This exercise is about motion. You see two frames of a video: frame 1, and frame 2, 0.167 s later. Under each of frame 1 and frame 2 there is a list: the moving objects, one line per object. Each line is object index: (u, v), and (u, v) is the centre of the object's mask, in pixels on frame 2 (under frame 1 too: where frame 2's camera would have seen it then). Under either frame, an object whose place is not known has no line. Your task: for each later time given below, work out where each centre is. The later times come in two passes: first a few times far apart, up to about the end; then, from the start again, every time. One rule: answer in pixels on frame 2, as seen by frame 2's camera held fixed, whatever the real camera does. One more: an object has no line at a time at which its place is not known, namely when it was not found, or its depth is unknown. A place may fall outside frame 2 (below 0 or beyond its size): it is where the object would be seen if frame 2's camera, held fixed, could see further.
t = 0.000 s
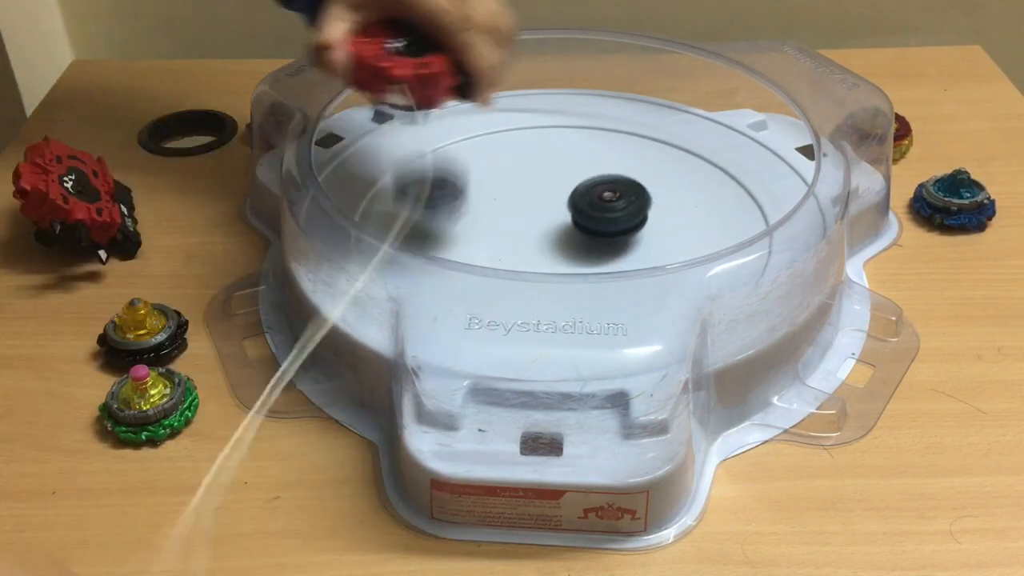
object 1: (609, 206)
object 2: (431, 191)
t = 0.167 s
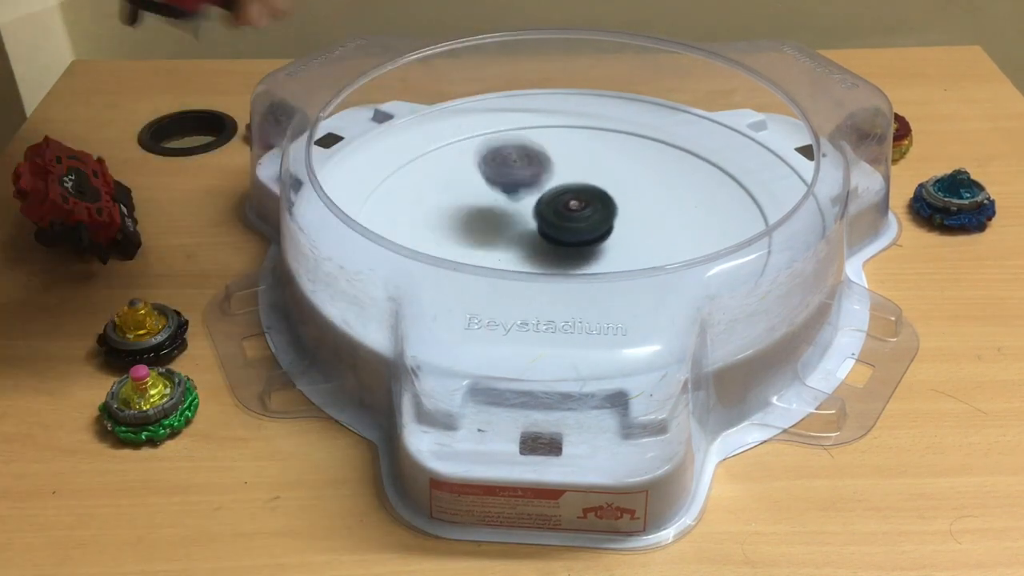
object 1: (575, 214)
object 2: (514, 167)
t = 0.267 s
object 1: (596, 237)
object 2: (509, 155)
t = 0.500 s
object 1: (556, 269)
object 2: (503, 171)
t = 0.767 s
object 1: (490, 246)
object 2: (498, 202)
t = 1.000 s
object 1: (458, 235)
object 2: (575, 174)
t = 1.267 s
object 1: (505, 217)
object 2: (559, 135)
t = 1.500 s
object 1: (573, 216)
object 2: (527, 162)
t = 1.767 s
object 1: (666, 242)
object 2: (512, 202)
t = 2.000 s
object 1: (672, 273)
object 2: (585, 244)
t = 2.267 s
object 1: (634, 289)
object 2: (591, 215)
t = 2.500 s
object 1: (590, 251)
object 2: (567, 208)
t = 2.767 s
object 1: (567, 236)
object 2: (527, 190)
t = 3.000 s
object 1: (581, 228)
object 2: (476, 200)
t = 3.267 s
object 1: (584, 208)
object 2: (523, 244)
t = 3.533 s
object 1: (596, 192)
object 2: (612, 248)
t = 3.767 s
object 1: (574, 194)
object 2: (652, 223)
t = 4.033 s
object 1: (523, 190)
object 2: (627, 219)
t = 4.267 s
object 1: (491, 201)
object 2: (577, 221)
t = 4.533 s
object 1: (490, 222)
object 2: (577, 237)
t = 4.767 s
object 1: (504, 235)
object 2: (592, 245)
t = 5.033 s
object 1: (513, 210)
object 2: (622, 247)
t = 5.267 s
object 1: (546, 203)
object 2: (610, 250)
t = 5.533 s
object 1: (573, 207)
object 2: (577, 253)
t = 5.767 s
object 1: (579, 212)
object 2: (543, 254)
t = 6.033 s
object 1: (574, 222)
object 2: (512, 252)
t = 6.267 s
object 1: (578, 222)
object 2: (505, 247)
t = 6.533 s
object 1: (585, 219)
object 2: (500, 233)
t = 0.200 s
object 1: (582, 221)
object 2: (511, 178)
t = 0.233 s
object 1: (590, 229)
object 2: (509, 162)
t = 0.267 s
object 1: (596, 237)
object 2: (509, 155)
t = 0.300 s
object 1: (598, 242)
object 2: (509, 161)
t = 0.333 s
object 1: (595, 246)
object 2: (509, 154)
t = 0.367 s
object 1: (591, 249)
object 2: (508, 160)
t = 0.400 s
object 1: (584, 252)
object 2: (508, 160)
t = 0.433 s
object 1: (576, 264)
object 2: (507, 163)
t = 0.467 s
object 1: (567, 267)
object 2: (505, 166)
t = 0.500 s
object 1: (556, 269)
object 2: (503, 171)
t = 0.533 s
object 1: (547, 273)
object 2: (500, 175)
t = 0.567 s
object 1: (537, 270)
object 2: (498, 180)
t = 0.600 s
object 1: (526, 273)
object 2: (494, 185)
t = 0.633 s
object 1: (517, 267)
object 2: (491, 189)
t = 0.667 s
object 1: (508, 265)
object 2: (489, 193)
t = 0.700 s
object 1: (500, 261)
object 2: (490, 198)
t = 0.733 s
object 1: (493, 256)
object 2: (492, 201)
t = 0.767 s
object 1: (490, 246)
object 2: (498, 202)
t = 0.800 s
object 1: (486, 244)
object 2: (506, 204)
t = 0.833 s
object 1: (479, 243)
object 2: (520, 204)
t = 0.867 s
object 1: (471, 242)
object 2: (535, 199)
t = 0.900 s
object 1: (464, 240)
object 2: (549, 193)
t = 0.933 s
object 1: (460, 238)
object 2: (560, 187)
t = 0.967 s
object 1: (458, 237)
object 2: (569, 180)
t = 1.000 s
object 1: (458, 235)
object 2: (575, 174)
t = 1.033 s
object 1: (459, 233)
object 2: (578, 167)
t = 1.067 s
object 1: (462, 231)
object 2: (579, 161)
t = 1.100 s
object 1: (466, 229)
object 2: (579, 155)
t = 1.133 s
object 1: (472, 226)
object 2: (577, 149)
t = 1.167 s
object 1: (479, 223)
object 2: (574, 143)
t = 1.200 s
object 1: (487, 221)
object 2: (570, 139)
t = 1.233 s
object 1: (496, 219)
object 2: (564, 136)
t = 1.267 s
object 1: (505, 217)
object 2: (559, 135)
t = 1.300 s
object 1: (515, 216)
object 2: (552, 135)
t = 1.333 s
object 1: (525, 215)
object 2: (546, 136)
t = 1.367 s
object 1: (534, 215)
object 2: (541, 139)
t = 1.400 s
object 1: (545, 214)
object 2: (535, 143)
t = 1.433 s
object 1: (554, 215)
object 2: (531, 149)
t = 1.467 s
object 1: (564, 215)
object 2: (528, 155)
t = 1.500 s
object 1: (573, 216)
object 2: (527, 162)
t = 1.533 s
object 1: (582, 215)
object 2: (527, 170)
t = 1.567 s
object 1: (590, 217)
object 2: (529, 178)
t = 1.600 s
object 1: (599, 218)
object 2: (533, 186)
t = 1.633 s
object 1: (613, 222)
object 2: (531, 190)
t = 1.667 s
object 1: (633, 229)
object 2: (521, 190)
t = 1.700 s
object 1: (649, 236)
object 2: (514, 192)
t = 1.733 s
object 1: (659, 240)
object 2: (511, 196)
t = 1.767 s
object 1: (666, 242)
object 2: (512, 202)
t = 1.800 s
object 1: (672, 244)
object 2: (515, 210)
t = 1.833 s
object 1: (679, 251)
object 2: (522, 218)
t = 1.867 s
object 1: (682, 261)
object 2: (531, 225)
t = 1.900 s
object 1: (682, 263)
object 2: (543, 232)
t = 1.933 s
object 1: (678, 263)
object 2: (555, 237)
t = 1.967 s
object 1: (679, 271)
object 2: (570, 242)
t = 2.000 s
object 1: (672, 273)
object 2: (585, 244)
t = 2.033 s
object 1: (667, 265)
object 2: (597, 243)
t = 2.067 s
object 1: (674, 273)
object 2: (602, 236)
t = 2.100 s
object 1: (676, 276)
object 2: (600, 231)
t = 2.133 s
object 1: (674, 280)
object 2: (599, 227)
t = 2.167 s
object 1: (668, 289)
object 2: (597, 223)
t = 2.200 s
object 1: (661, 297)
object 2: (595, 220)
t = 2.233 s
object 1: (649, 299)
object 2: (593, 217)
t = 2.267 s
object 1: (634, 289)
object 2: (591, 215)
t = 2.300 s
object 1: (622, 286)
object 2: (588, 214)
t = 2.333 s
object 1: (612, 282)
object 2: (585, 213)
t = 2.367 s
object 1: (604, 272)
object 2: (582, 213)
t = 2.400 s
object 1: (597, 270)
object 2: (578, 214)
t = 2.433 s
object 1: (593, 254)
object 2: (576, 214)
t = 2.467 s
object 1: (591, 252)
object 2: (572, 211)
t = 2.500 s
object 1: (590, 251)
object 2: (567, 208)
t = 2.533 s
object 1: (587, 249)
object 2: (562, 206)
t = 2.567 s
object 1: (583, 250)
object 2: (561, 200)
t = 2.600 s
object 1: (577, 249)
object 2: (558, 195)
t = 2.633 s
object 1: (573, 248)
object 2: (553, 192)
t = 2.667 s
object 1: (569, 246)
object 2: (547, 190)
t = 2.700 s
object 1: (567, 244)
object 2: (540, 190)
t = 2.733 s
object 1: (566, 241)
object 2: (534, 190)
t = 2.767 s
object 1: (567, 236)
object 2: (527, 190)
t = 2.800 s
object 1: (571, 235)
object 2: (517, 187)
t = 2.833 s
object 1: (575, 235)
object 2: (507, 186)
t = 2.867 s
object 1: (577, 234)
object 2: (498, 186)
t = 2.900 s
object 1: (579, 232)
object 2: (491, 188)
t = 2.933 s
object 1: (580, 232)
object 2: (484, 192)
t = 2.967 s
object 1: (580, 230)
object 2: (479, 195)
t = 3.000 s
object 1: (581, 228)
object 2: (476, 200)
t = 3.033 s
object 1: (581, 226)
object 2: (475, 205)
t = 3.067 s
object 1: (581, 224)
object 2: (475, 212)
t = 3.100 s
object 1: (581, 221)
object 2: (478, 218)
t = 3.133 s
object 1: (581, 219)
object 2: (482, 225)
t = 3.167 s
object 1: (582, 216)
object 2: (490, 230)
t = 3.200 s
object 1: (582, 213)
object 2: (498, 236)
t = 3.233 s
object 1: (583, 210)
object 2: (510, 240)
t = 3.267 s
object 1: (584, 208)
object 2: (523, 244)
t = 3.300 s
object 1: (585, 206)
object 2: (536, 246)
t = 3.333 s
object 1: (586, 203)
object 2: (549, 247)
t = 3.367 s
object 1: (588, 201)
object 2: (559, 249)
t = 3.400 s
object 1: (590, 198)
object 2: (569, 250)
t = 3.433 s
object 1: (593, 195)
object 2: (580, 252)
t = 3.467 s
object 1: (595, 194)
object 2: (590, 251)
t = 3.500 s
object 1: (596, 193)
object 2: (601, 250)
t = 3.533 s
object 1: (596, 192)
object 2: (612, 248)
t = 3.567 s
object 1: (595, 192)
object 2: (621, 245)
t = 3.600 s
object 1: (594, 193)
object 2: (629, 242)
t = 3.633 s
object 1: (592, 193)
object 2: (635, 239)
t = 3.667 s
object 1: (588, 194)
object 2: (640, 234)
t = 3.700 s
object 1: (584, 195)
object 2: (644, 230)
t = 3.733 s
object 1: (579, 195)
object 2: (650, 227)
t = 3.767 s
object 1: (574, 194)
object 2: (652, 223)
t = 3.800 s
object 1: (570, 193)
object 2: (650, 221)
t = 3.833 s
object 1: (567, 193)
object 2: (644, 219)
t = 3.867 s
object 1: (563, 193)
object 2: (637, 216)
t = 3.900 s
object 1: (556, 193)
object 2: (635, 217)
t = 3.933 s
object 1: (544, 192)
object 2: (638, 218)
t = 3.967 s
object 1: (535, 191)
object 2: (637, 219)
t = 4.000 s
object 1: (529, 190)
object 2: (633, 219)
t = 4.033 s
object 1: (523, 190)
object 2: (627, 219)
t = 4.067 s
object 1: (518, 191)
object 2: (619, 219)
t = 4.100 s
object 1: (513, 192)
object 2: (612, 219)
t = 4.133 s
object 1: (508, 193)
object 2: (603, 220)
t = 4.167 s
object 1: (503, 195)
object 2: (595, 220)
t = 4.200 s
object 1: (498, 197)
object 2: (588, 220)
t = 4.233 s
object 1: (494, 199)
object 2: (581, 221)
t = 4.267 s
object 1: (491, 201)
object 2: (577, 221)
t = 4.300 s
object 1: (489, 202)
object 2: (573, 222)
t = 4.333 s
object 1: (487, 205)
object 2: (570, 223)
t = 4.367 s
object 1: (486, 208)
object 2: (569, 224)
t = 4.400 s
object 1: (486, 210)
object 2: (568, 226)
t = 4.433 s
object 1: (487, 213)
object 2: (569, 229)
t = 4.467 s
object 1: (487, 216)
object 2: (572, 231)
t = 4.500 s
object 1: (488, 219)
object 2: (575, 234)
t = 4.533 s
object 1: (490, 222)
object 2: (577, 237)
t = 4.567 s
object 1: (493, 225)
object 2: (579, 239)
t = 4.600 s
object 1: (496, 228)
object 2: (581, 241)
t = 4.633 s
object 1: (495, 229)
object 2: (586, 243)
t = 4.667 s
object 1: (496, 230)
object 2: (590, 244)
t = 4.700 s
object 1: (498, 231)
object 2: (592, 245)
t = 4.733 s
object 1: (501, 233)
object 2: (592, 245)
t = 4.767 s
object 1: (504, 235)
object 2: (592, 245)
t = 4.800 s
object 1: (504, 235)
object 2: (596, 246)
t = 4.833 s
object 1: (497, 231)
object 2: (610, 248)
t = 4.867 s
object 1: (494, 224)
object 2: (619, 248)
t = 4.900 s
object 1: (494, 221)
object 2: (624, 249)
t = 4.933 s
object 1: (497, 217)
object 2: (627, 248)
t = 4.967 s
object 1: (501, 215)
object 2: (627, 248)
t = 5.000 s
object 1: (506, 213)
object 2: (625, 247)
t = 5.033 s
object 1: (513, 210)
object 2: (622, 247)
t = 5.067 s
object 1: (520, 210)
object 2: (618, 246)
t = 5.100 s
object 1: (528, 210)
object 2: (613, 246)
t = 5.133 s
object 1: (535, 211)
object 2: (608, 245)
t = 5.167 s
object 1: (541, 211)
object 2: (603, 245)
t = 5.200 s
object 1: (542, 207)
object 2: (607, 248)
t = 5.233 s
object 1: (543, 204)
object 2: (610, 250)
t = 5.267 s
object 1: (546, 203)
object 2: (610, 250)
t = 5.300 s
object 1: (549, 201)
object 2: (607, 251)
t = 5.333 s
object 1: (553, 201)
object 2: (605, 251)
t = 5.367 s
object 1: (557, 201)
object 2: (601, 251)
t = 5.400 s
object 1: (561, 202)
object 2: (596, 252)
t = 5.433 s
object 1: (564, 203)
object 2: (592, 252)
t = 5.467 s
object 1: (567, 204)
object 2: (587, 252)
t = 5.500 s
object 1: (570, 205)
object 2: (582, 252)
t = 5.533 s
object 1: (573, 207)
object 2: (577, 253)
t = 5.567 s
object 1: (574, 207)
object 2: (572, 253)
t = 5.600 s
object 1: (575, 207)
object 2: (568, 255)
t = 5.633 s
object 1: (576, 207)
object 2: (563, 254)
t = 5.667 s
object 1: (577, 208)
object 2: (558, 254)
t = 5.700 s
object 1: (578, 209)
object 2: (553, 255)
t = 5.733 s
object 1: (579, 210)
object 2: (548, 255)
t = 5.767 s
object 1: (579, 212)
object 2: (543, 254)
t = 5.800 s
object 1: (579, 213)
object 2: (539, 254)
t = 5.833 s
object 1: (579, 215)
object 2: (535, 254)
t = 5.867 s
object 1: (578, 216)
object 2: (531, 254)
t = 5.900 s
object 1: (577, 217)
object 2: (526, 254)
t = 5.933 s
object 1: (576, 219)
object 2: (523, 253)
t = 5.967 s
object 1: (575, 220)
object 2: (519, 252)
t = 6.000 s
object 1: (574, 222)
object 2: (516, 252)
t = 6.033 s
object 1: (574, 222)
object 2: (512, 252)
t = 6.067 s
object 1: (575, 223)
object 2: (511, 252)
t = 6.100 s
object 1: (575, 222)
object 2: (510, 251)
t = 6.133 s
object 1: (575, 223)
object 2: (509, 251)
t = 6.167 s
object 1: (574, 224)
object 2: (509, 250)
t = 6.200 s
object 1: (575, 222)
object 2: (506, 249)
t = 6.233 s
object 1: (577, 222)
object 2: (505, 248)
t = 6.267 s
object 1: (578, 222)
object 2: (505, 247)
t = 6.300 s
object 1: (578, 222)
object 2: (505, 246)
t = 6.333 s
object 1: (578, 221)
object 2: (504, 244)
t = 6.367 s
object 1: (580, 221)
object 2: (501, 243)
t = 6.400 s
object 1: (582, 220)
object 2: (499, 241)
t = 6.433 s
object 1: (584, 219)
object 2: (499, 240)
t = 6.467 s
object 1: (585, 219)
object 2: (499, 238)
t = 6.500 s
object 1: (585, 219)
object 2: (499, 236)
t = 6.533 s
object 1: (585, 219)
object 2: (500, 233)
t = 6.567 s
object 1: (585, 218)
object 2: (500, 230)
